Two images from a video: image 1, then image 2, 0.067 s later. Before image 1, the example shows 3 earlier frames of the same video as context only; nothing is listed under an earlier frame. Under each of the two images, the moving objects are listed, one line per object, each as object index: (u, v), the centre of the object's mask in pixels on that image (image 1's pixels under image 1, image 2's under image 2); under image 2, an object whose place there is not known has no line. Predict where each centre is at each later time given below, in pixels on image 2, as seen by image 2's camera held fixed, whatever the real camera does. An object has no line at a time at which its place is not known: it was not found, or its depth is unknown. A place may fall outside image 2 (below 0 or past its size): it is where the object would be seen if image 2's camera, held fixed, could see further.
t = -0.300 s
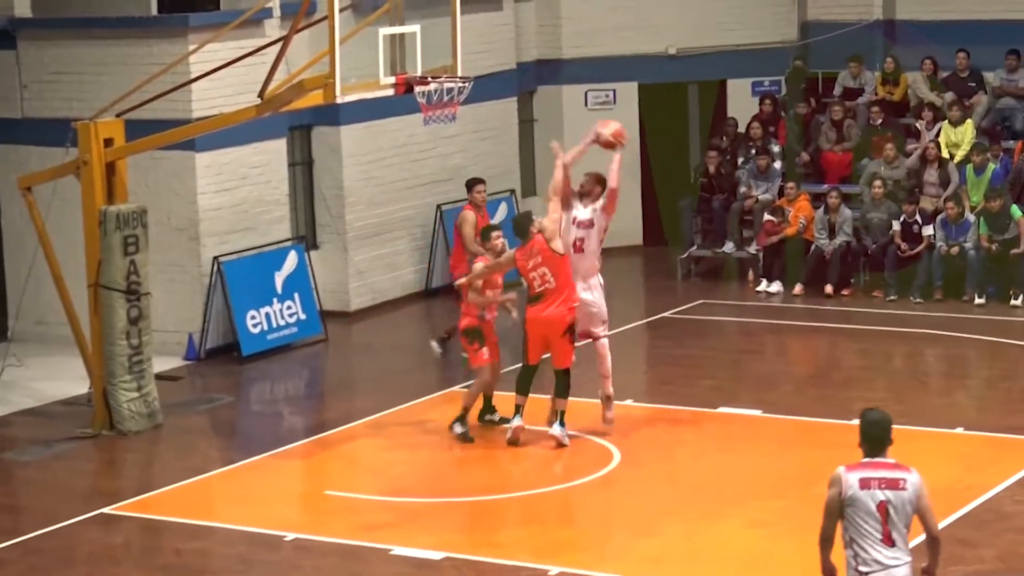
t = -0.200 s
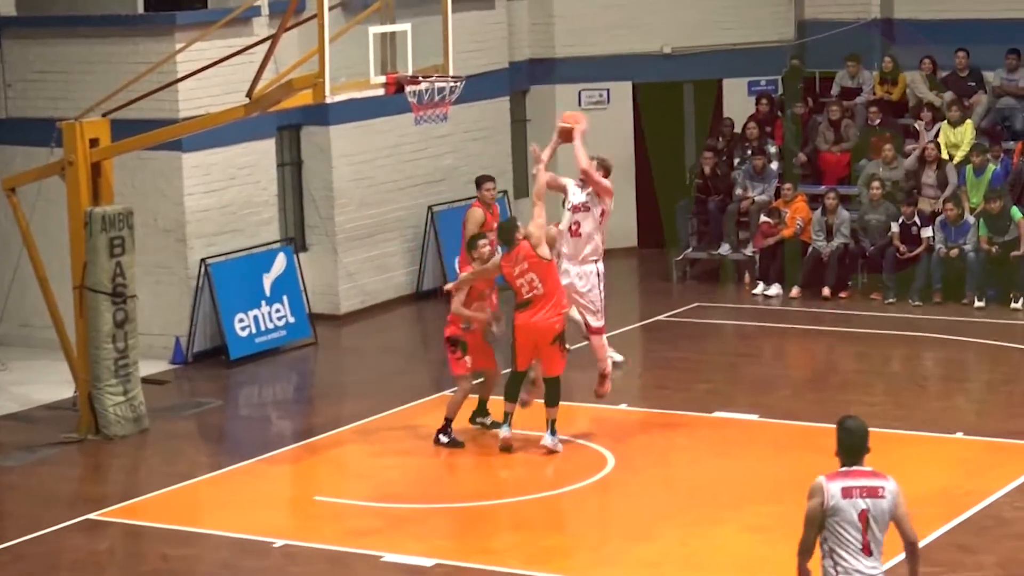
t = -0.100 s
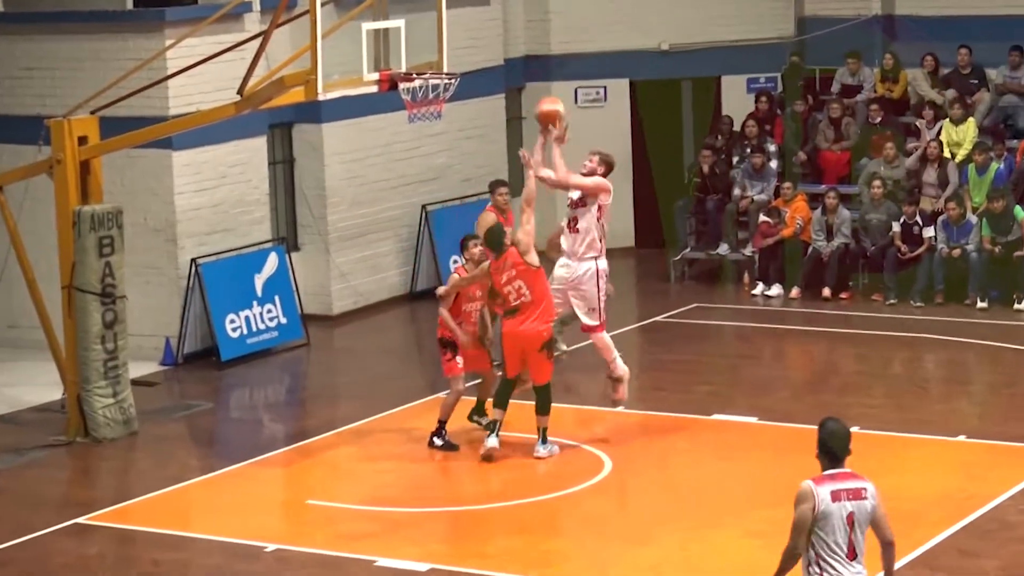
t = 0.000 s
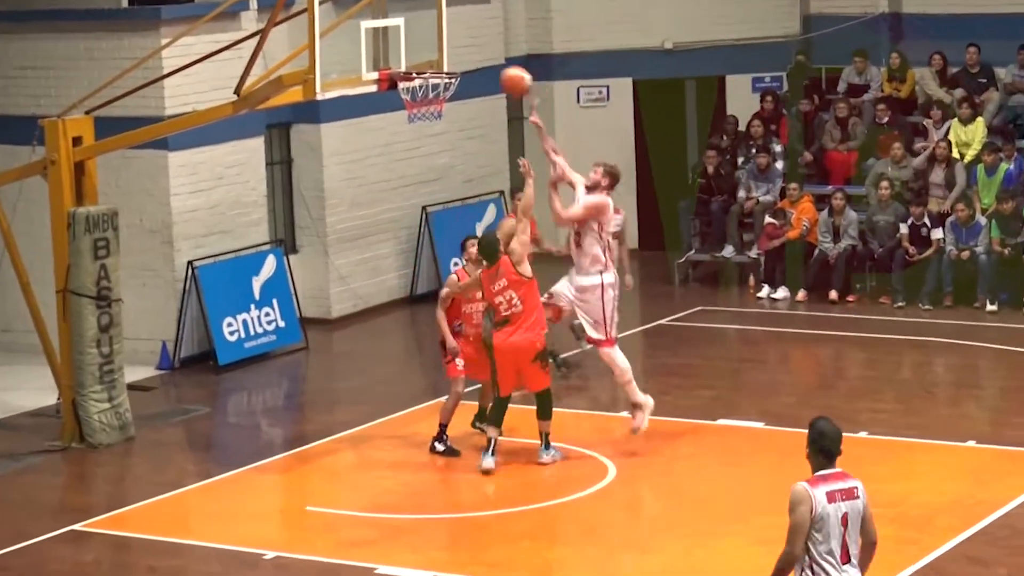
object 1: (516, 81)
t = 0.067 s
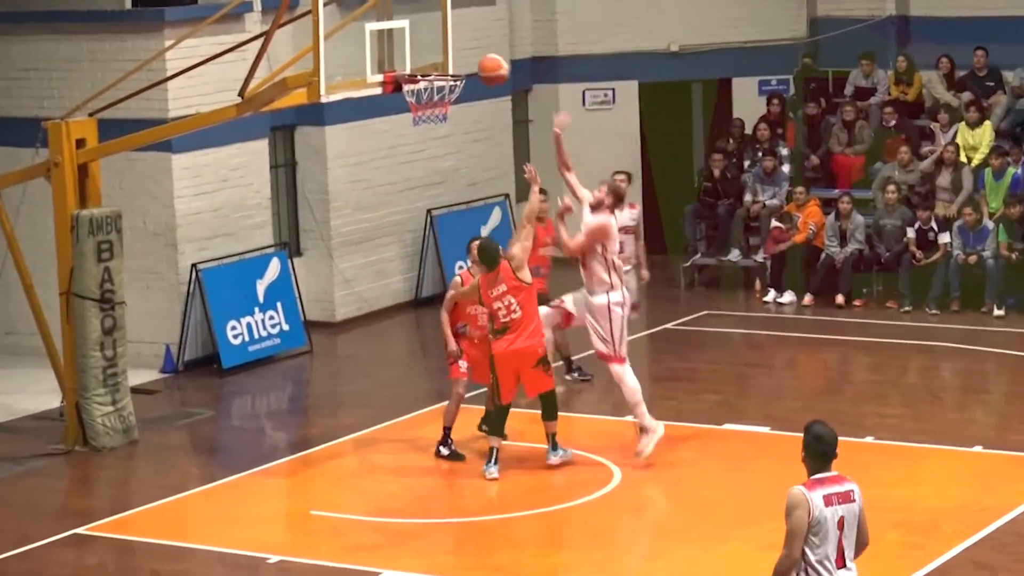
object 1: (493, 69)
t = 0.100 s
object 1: (478, 63)
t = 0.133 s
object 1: (464, 60)
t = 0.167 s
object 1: (450, 57)
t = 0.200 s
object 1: (436, 56)
